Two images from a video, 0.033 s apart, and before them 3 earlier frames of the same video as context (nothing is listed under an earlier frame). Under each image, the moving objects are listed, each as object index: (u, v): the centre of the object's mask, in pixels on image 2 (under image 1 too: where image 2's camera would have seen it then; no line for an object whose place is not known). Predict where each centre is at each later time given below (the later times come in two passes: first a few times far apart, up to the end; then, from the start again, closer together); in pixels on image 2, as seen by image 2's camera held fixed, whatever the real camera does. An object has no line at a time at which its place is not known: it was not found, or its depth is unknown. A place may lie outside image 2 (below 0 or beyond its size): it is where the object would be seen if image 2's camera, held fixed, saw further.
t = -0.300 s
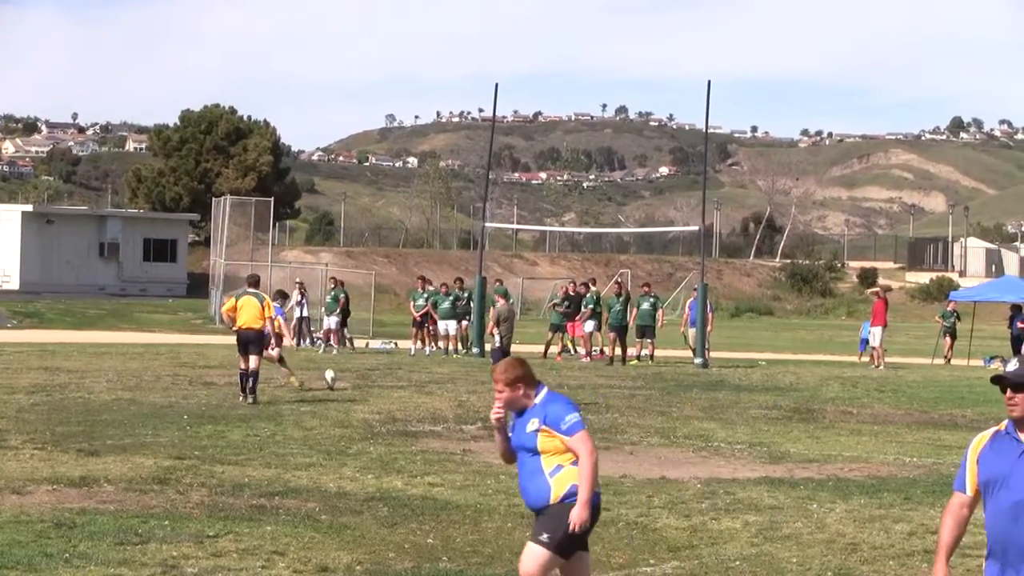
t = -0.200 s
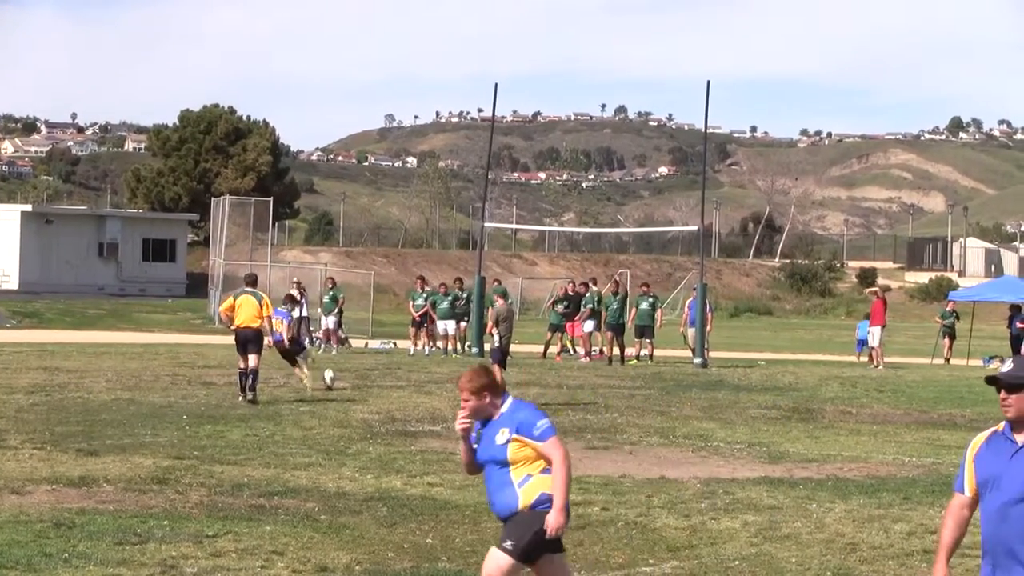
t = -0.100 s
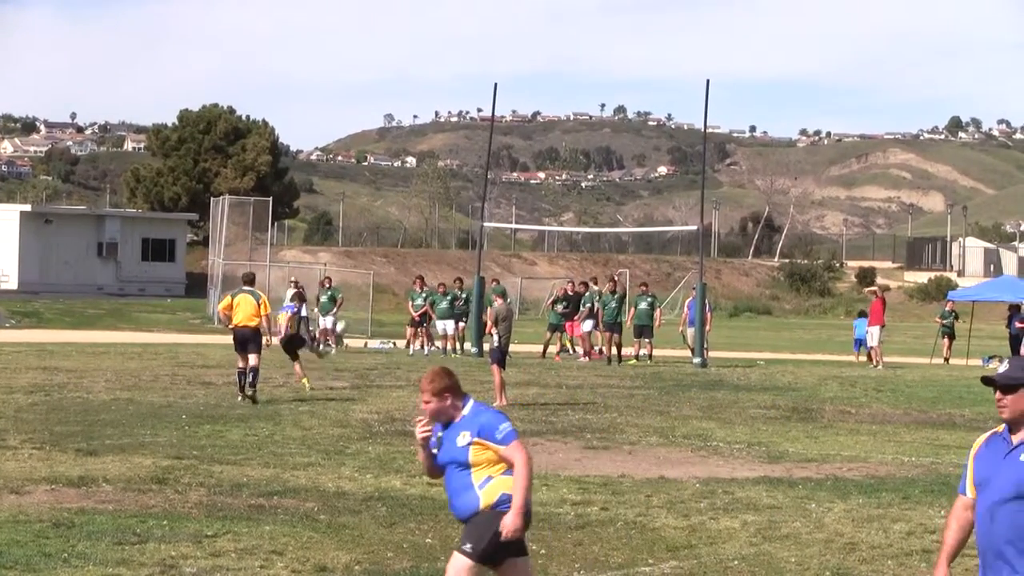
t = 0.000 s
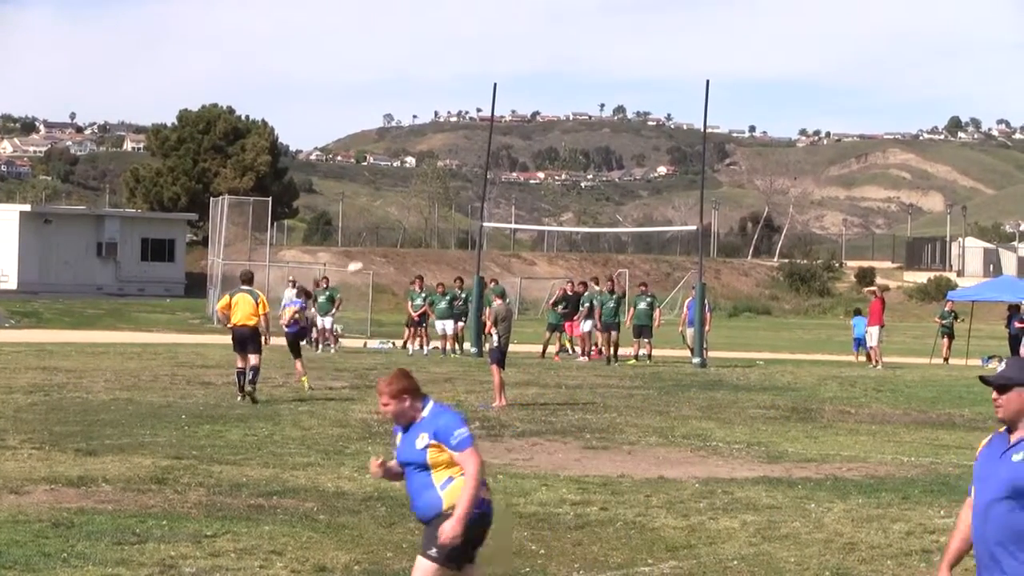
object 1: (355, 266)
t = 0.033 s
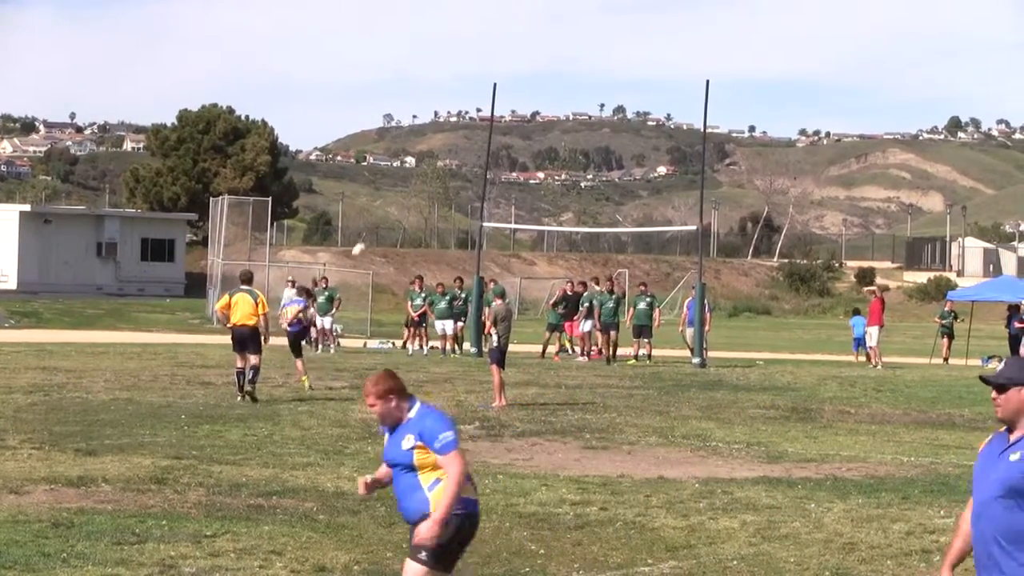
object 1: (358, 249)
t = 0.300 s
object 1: (377, 134)
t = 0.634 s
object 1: (386, 59)
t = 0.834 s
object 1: (390, 38)
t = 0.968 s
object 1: (391, 34)
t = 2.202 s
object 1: (432, 247)
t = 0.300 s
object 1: (377, 134)
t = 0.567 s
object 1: (387, 69)
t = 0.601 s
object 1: (387, 64)
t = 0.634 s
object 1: (386, 59)
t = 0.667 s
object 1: (387, 55)
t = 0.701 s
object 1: (388, 49)
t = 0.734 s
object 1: (388, 45)
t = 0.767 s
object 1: (389, 42)
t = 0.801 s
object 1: (391, 40)
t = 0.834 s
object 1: (390, 38)
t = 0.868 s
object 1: (390, 37)
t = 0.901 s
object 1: (390, 37)
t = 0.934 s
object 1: (391, 35)
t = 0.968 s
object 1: (391, 34)
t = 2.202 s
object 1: (432, 247)
